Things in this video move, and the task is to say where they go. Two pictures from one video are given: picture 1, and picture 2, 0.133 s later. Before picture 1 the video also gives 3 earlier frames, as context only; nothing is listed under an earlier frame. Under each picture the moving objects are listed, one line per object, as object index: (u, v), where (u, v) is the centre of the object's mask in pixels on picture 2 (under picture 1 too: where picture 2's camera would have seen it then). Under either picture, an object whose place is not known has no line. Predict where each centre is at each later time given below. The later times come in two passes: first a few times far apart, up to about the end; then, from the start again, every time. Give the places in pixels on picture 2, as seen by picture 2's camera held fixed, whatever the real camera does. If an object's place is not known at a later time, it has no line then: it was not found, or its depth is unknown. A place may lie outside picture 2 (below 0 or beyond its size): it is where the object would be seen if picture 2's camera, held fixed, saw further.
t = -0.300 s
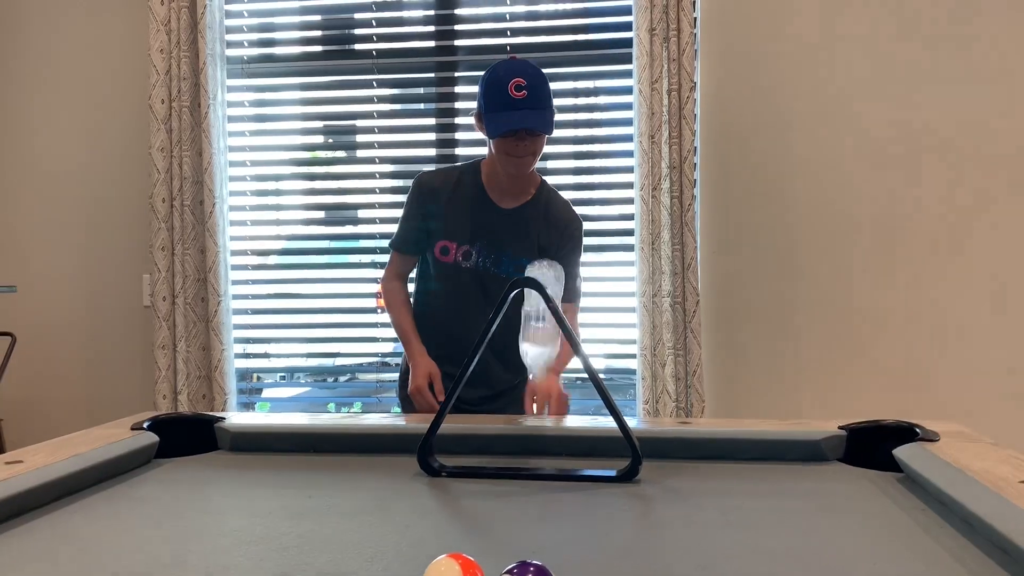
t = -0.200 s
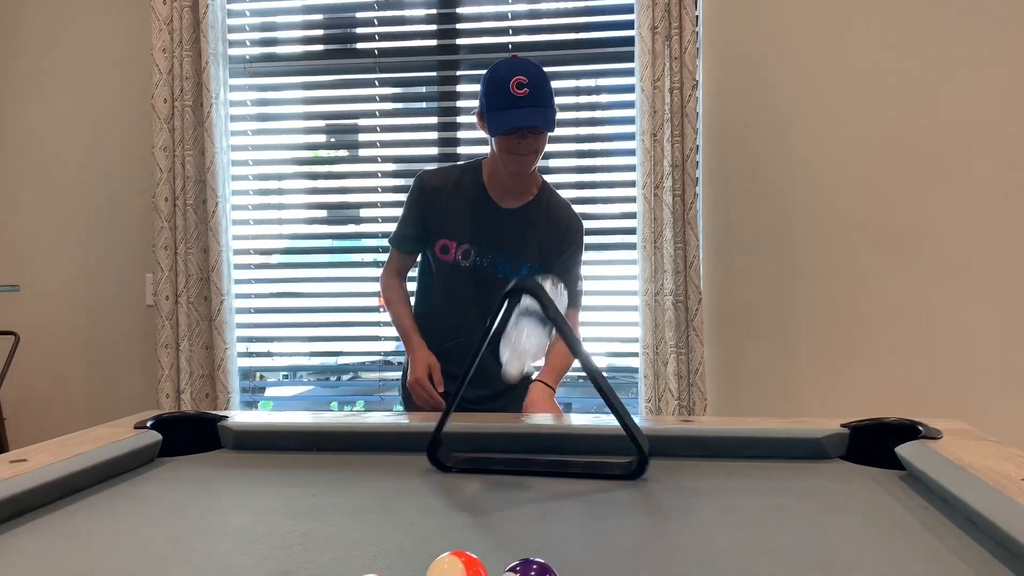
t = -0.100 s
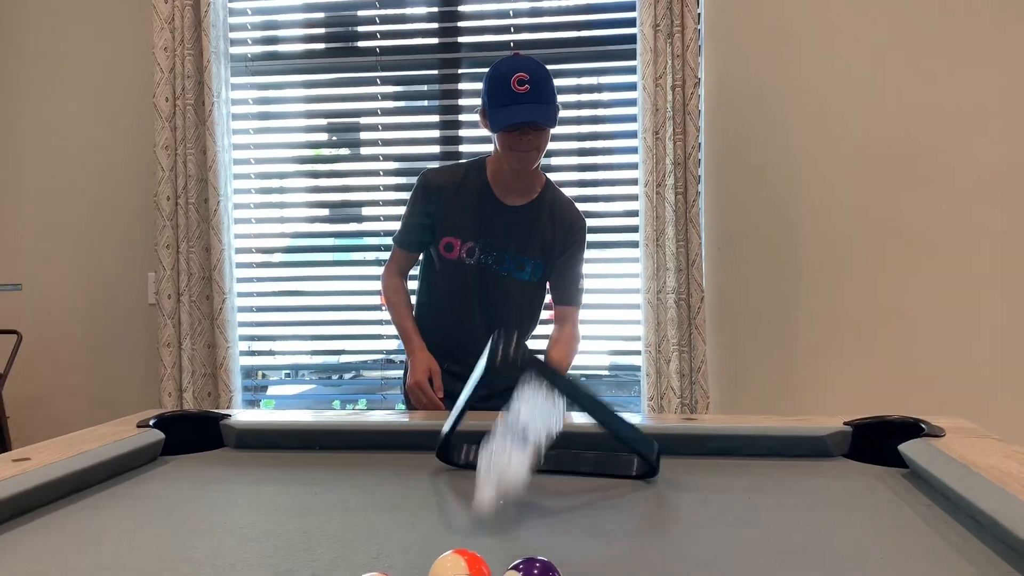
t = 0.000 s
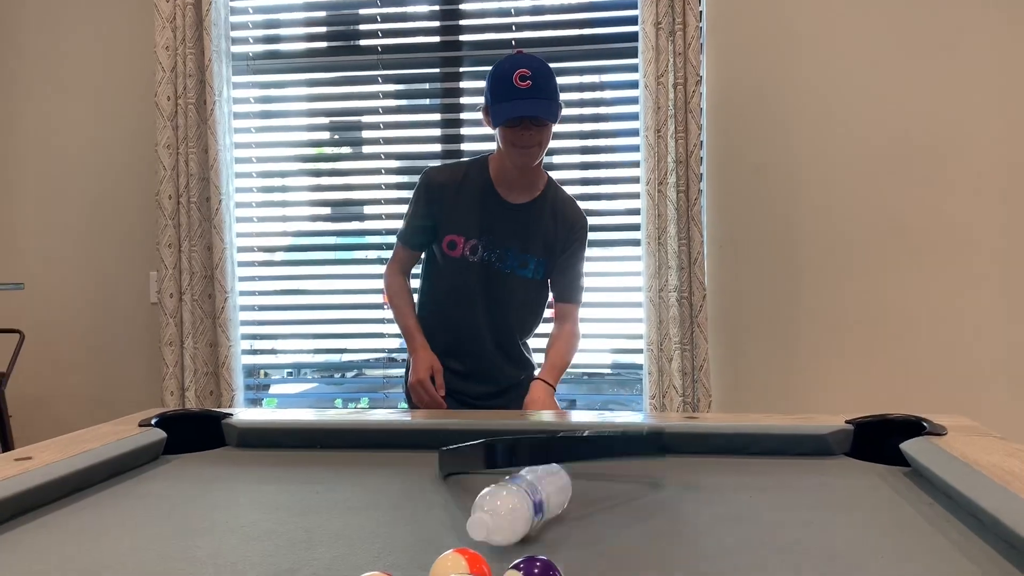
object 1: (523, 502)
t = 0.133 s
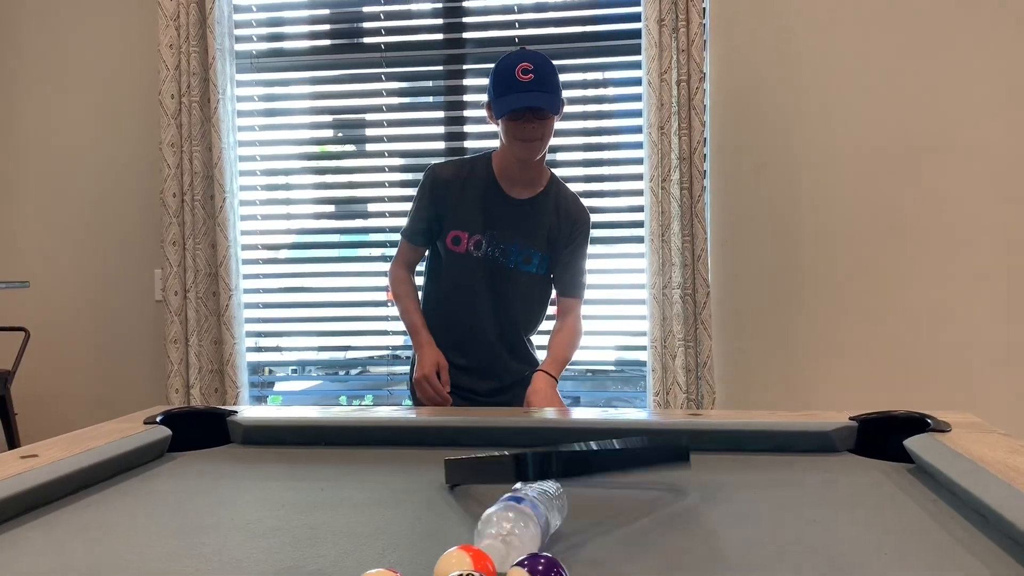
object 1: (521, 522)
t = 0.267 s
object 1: (532, 530)
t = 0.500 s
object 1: (538, 531)
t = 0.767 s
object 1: (537, 531)
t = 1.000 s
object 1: (537, 532)
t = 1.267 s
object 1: (536, 533)
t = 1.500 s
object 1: (537, 532)
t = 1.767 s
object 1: (536, 532)
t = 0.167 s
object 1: (521, 527)
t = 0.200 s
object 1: (527, 526)
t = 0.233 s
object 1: (530, 529)
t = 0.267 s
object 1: (532, 530)
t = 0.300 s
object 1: (534, 530)
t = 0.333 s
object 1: (535, 531)
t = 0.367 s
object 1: (538, 531)
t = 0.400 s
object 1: (538, 531)
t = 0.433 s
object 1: (539, 531)
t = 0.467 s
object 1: (538, 531)
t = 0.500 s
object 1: (538, 531)
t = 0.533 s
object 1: (538, 531)
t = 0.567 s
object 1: (538, 531)
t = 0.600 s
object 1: (538, 531)
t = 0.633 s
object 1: (538, 531)
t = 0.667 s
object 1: (537, 531)
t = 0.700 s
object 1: (537, 531)
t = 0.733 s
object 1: (538, 531)
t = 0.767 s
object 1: (537, 531)
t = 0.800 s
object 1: (538, 531)
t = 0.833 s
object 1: (538, 531)
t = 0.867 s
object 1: (538, 531)
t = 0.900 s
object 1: (537, 531)
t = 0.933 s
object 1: (537, 531)
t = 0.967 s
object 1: (537, 531)
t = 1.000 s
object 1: (537, 532)
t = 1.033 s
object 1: (537, 532)
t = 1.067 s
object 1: (536, 533)
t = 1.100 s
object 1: (536, 532)
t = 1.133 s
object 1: (536, 533)
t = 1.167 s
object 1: (536, 533)
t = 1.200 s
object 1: (536, 533)
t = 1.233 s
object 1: (536, 533)
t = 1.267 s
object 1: (536, 533)
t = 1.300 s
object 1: (536, 533)
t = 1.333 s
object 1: (536, 532)
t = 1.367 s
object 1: (536, 532)
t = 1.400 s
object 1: (536, 532)
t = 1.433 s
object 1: (537, 532)
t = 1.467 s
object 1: (537, 532)
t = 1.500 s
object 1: (537, 532)
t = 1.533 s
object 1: (537, 532)
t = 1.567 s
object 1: (537, 532)
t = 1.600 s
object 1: (537, 532)
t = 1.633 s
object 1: (537, 532)
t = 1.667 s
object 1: (536, 532)
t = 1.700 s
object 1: (537, 532)
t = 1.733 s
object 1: (536, 532)
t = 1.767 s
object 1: (536, 532)
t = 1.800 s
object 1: (536, 532)
